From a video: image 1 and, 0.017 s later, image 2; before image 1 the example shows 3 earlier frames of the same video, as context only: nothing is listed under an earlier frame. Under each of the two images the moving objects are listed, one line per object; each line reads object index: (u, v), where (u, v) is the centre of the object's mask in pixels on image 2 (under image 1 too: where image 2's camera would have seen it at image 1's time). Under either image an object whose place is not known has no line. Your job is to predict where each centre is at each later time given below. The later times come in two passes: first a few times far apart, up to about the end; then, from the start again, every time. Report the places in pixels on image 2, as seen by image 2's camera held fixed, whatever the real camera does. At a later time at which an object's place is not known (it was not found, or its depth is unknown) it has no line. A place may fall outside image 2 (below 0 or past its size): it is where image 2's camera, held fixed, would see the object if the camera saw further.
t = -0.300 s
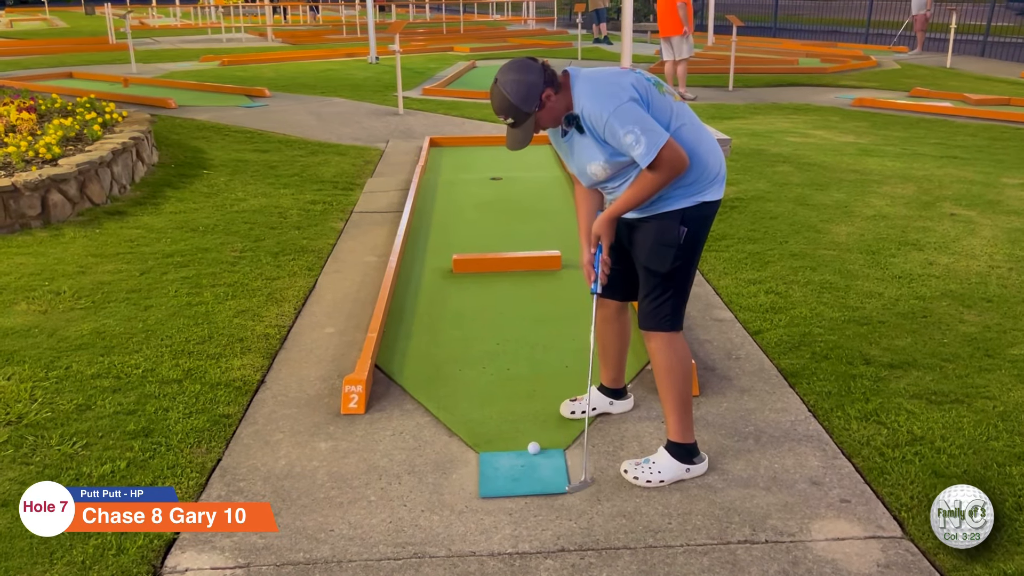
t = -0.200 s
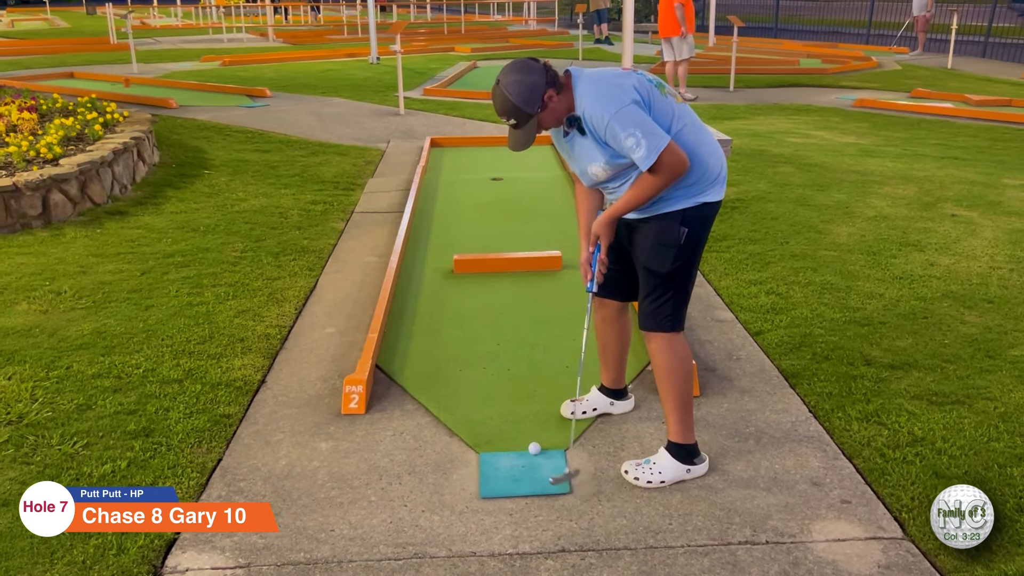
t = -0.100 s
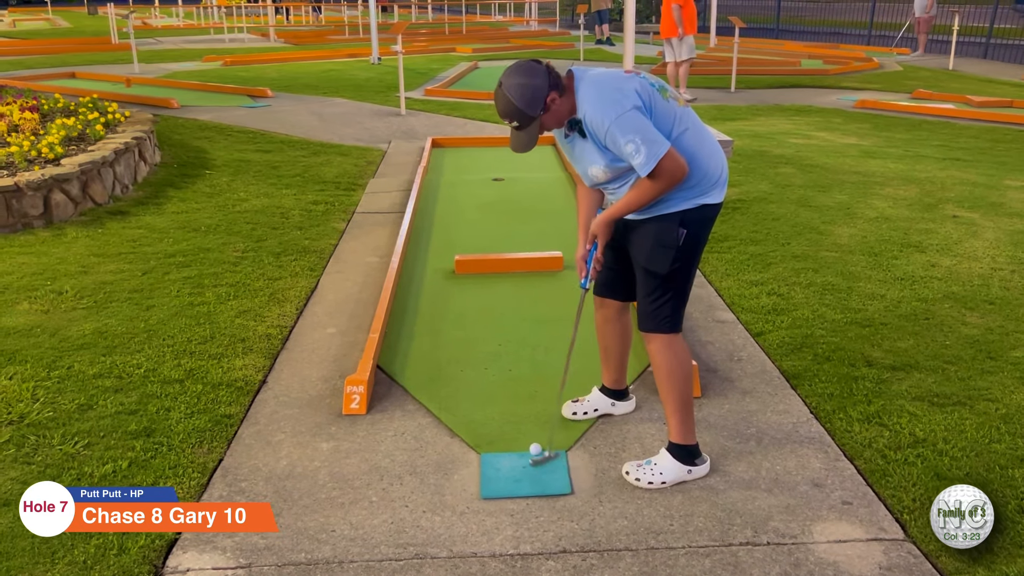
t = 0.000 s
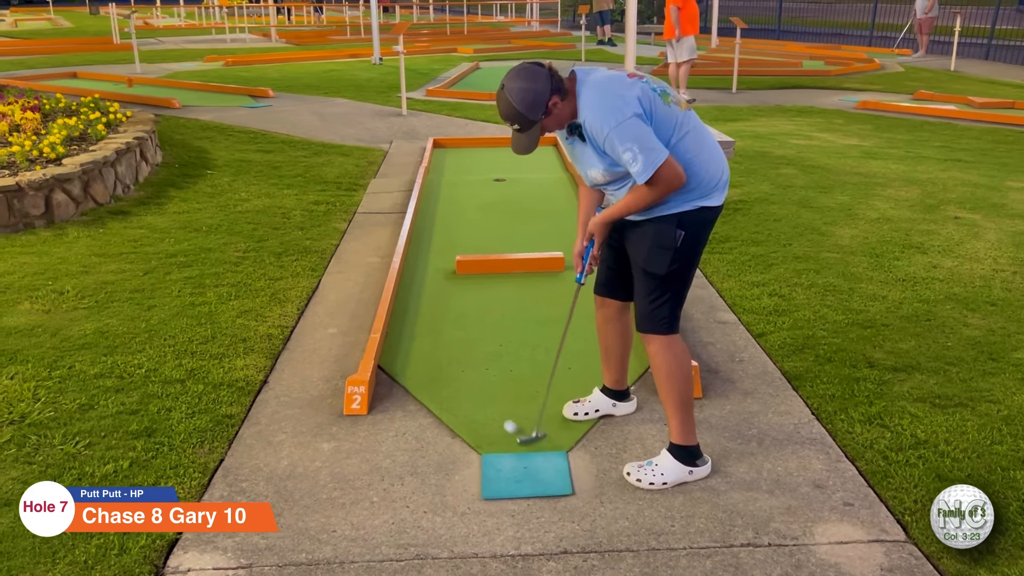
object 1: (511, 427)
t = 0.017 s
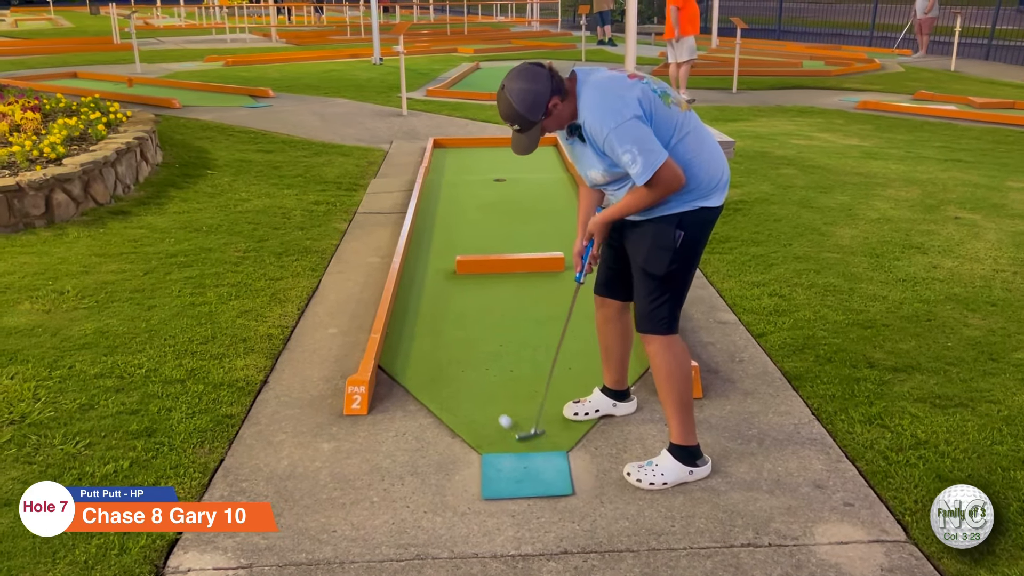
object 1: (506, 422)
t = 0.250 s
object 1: (449, 373)
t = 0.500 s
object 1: (410, 338)
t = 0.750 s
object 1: (403, 311)
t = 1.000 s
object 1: (421, 289)
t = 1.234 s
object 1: (435, 271)
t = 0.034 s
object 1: (501, 416)
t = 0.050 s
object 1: (496, 412)
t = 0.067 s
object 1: (491, 408)
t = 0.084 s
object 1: (486, 405)
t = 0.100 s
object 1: (482, 401)
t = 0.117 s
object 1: (477, 397)
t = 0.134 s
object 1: (473, 393)
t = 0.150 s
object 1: (469, 390)
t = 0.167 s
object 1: (465, 387)
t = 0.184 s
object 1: (462, 384)
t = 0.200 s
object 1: (458, 381)
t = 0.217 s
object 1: (455, 378)
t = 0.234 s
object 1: (452, 375)
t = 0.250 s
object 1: (449, 373)
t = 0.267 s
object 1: (446, 370)
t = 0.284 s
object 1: (443, 367)
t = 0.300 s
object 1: (440, 365)
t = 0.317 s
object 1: (437, 363)
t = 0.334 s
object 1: (435, 360)
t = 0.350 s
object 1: (432, 358)
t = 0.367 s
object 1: (429, 356)
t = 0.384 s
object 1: (427, 353)
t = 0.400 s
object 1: (424, 351)
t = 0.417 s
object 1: (422, 349)
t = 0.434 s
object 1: (419, 347)
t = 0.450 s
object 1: (417, 345)
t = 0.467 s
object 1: (415, 343)
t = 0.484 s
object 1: (412, 340)
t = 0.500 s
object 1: (410, 338)
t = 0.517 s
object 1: (408, 336)
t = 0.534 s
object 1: (405, 334)
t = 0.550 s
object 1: (403, 332)
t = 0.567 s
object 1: (401, 330)
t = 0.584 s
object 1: (399, 328)
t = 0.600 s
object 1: (397, 326)
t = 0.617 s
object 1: (395, 324)
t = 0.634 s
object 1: (393, 323)
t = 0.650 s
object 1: (393, 321)
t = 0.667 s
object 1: (395, 319)
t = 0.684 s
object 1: (397, 317)
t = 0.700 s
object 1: (399, 316)
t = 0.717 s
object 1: (400, 314)
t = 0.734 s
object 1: (402, 312)
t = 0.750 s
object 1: (403, 311)
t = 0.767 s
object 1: (404, 309)
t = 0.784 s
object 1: (405, 308)
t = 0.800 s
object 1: (407, 306)
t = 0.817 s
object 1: (408, 305)
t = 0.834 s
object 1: (409, 303)
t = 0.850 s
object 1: (411, 302)
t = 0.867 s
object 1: (412, 300)
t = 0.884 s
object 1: (413, 298)
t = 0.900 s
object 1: (414, 297)
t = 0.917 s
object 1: (415, 296)
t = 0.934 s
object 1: (416, 294)
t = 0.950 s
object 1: (417, 293)
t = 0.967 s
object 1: (418, 291)
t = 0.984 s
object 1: (420, 290)
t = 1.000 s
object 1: (421, 289)
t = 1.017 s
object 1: (422, 287)
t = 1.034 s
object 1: (423, 286)
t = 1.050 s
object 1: (424, 285)
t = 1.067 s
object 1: (425, 283)
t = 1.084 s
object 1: (426, 282)
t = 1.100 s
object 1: (427, 281)
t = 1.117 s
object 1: (428, 280)
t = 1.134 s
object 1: (429, 278)
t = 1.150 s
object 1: (430, 277)
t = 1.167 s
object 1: (431, 276)
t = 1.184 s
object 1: (432, 275)
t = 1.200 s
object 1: (433, 273)
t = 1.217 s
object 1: (434, 272)
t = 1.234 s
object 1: (435, 271)
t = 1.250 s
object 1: (436, 270)
